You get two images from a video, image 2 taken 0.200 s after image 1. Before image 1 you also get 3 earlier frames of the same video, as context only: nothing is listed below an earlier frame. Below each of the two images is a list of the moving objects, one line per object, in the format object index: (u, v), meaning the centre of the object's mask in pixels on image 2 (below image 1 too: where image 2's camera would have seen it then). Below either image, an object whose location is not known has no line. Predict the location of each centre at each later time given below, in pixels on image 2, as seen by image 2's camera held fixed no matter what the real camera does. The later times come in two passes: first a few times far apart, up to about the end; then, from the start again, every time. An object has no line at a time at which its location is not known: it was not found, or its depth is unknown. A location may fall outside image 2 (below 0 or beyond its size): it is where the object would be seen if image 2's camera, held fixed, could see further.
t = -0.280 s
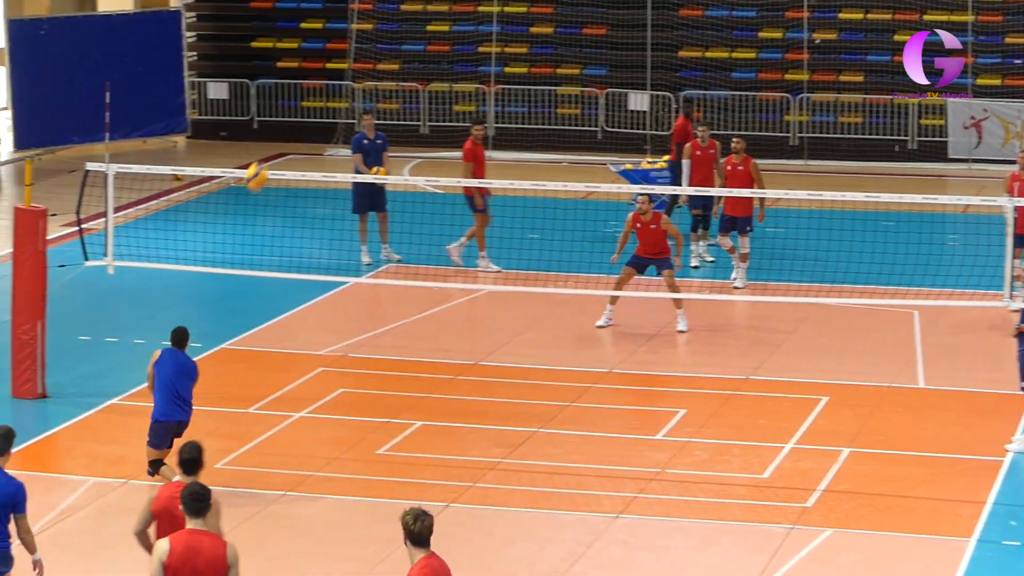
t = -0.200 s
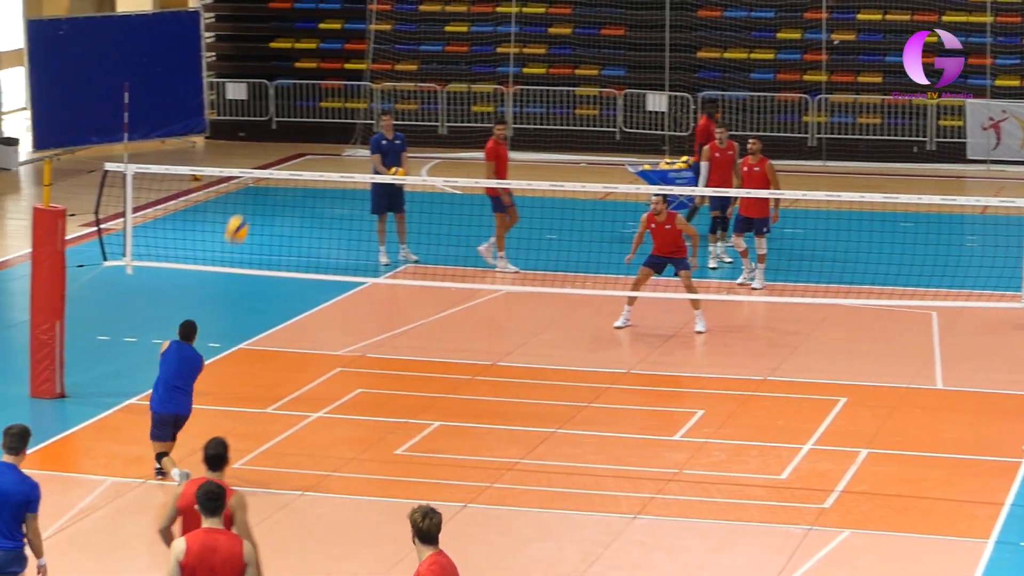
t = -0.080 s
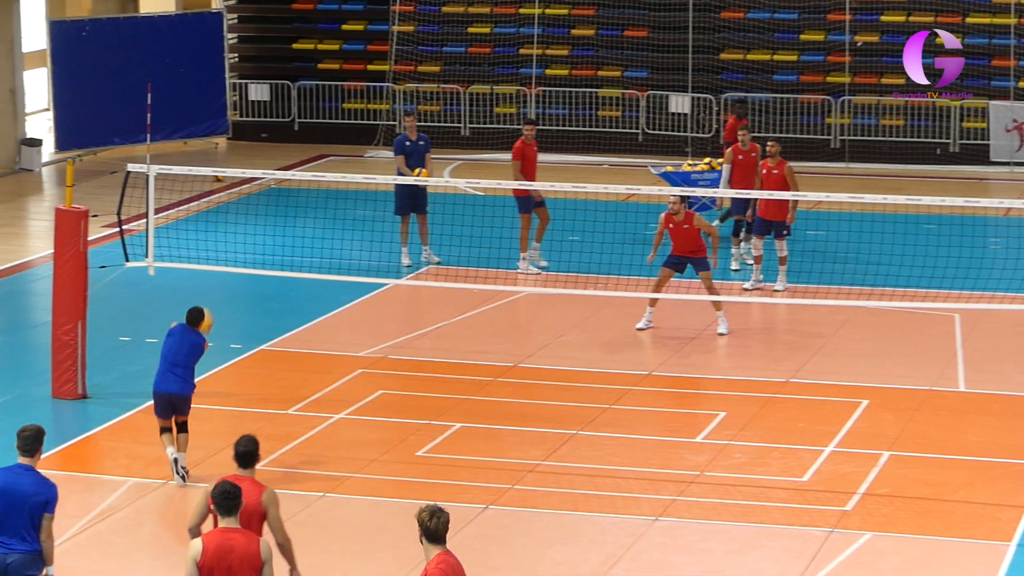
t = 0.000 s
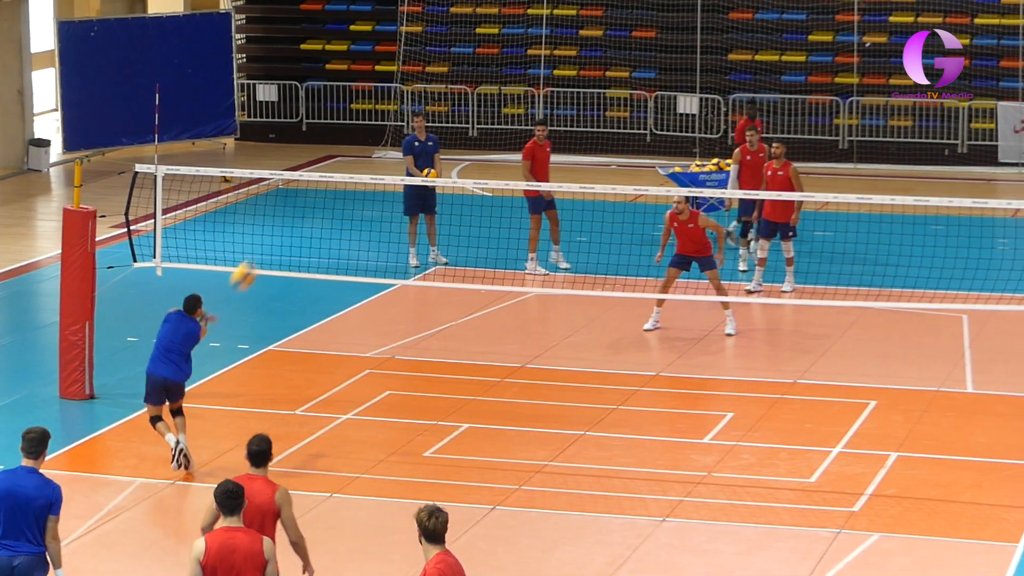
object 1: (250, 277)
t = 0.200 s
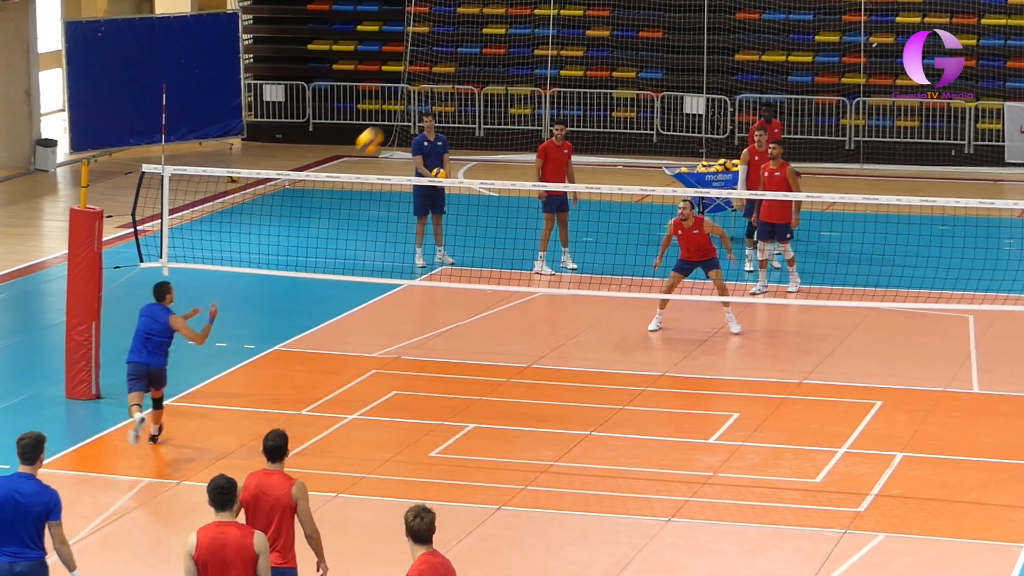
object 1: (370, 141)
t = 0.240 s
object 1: (391, 121)
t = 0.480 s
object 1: (521, 36)
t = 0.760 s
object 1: (654, 15)
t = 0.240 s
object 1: (391, 121)
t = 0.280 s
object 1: (414, 101)
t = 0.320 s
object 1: (437, 84)
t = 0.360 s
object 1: (459, 70)
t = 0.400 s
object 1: (479, 57)
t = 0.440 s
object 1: (500, 45)
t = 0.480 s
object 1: (521, 36)
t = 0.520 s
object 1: (542, 28)
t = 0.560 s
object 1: (563, 22)
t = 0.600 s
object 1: (581, 18)
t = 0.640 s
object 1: (600, 14)
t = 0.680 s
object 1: (618, 13)
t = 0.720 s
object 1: (636, 13)
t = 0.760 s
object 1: (654, 15)
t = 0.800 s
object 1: (672, 18)
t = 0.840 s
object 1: (687, 22)
